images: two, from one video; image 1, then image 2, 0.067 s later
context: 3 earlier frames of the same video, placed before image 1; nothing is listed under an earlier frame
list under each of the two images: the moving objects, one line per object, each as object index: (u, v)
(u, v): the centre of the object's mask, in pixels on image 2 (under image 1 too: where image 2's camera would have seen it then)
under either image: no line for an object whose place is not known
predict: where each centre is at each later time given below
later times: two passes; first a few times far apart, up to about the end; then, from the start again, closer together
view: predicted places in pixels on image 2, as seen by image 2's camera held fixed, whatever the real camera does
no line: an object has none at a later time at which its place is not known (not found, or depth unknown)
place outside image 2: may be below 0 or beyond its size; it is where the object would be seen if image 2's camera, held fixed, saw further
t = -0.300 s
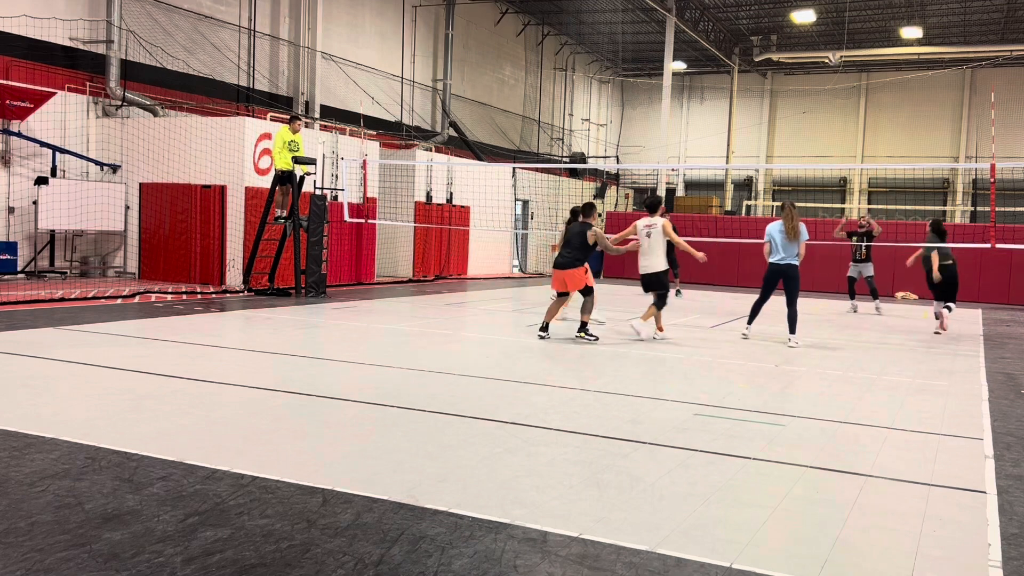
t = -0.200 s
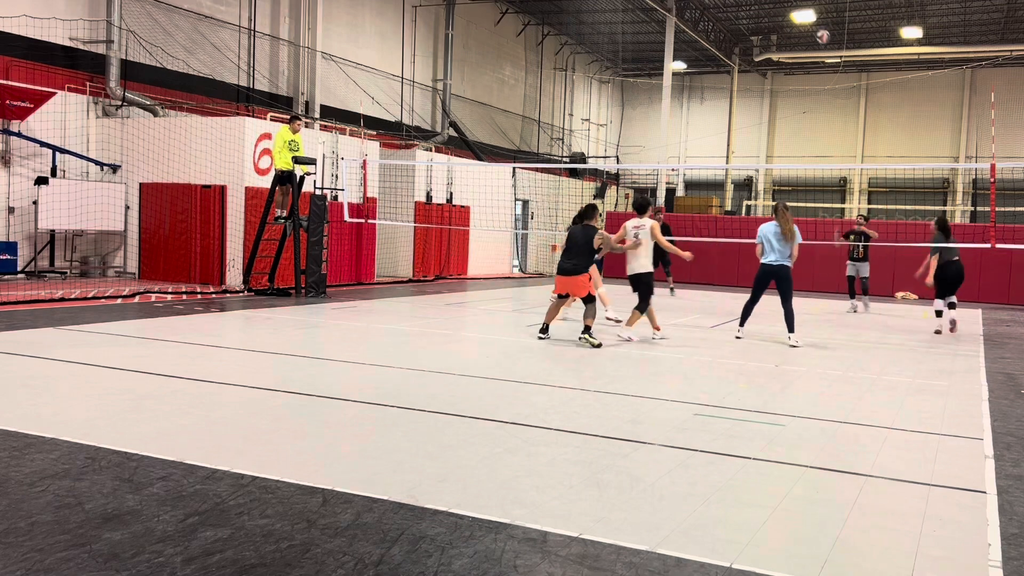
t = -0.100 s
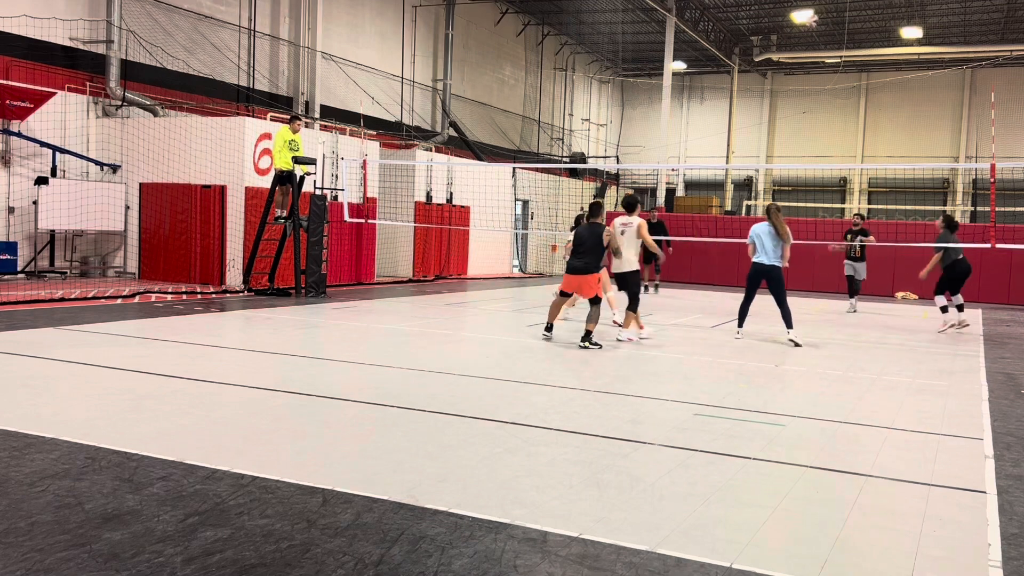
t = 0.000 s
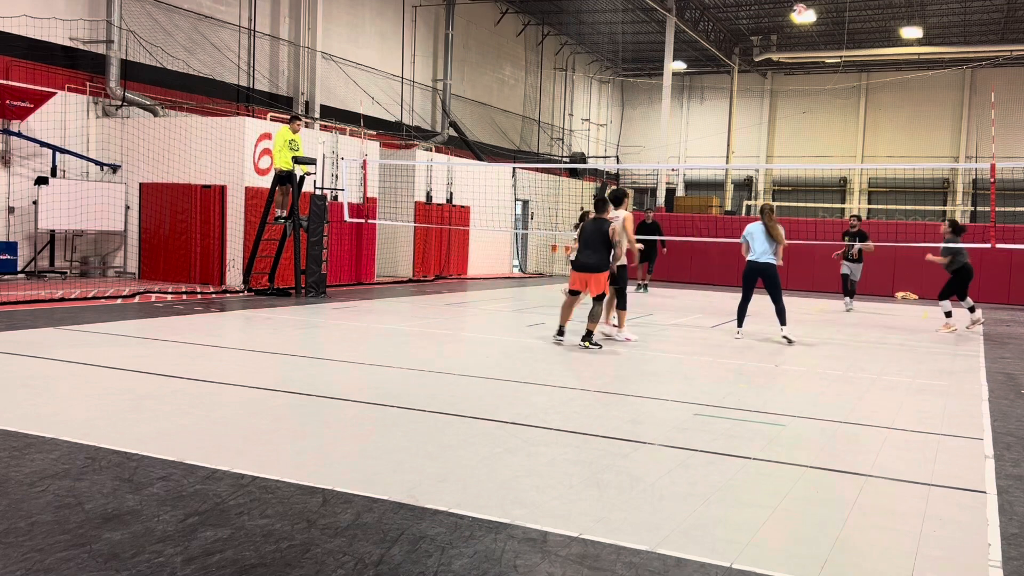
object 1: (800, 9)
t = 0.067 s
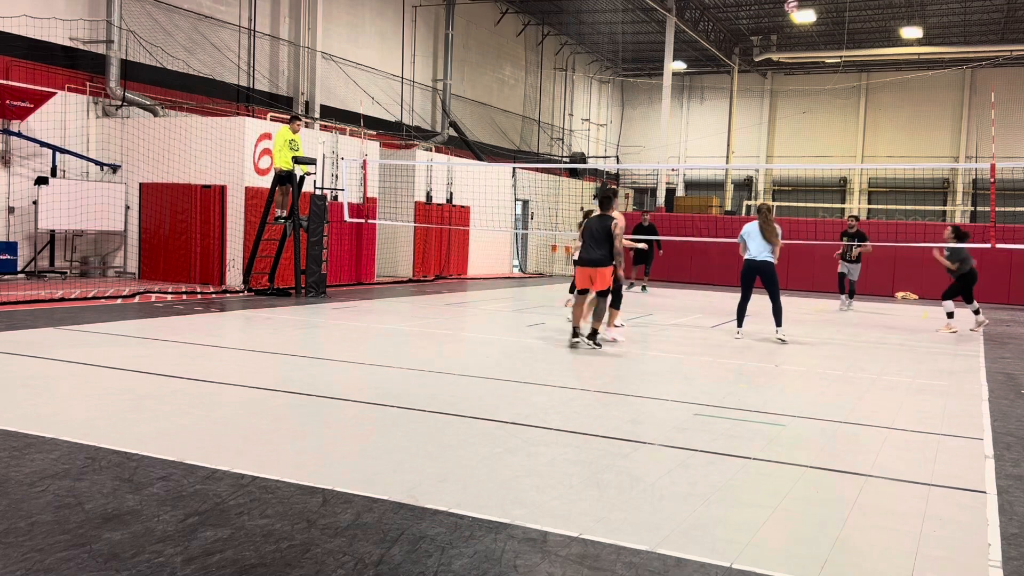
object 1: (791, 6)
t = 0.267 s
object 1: (765, 12)
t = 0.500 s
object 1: (733, 52)
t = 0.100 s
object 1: (787, 6)
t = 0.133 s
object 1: (784, 6)
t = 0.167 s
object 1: (779, 6)
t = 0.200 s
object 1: (774, 7)
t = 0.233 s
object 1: (770, 9)
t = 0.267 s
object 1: (765, 12)
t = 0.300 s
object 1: (761, 16)
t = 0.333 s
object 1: (756, 20)
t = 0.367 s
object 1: (752, 26)
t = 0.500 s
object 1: (733, 52)
